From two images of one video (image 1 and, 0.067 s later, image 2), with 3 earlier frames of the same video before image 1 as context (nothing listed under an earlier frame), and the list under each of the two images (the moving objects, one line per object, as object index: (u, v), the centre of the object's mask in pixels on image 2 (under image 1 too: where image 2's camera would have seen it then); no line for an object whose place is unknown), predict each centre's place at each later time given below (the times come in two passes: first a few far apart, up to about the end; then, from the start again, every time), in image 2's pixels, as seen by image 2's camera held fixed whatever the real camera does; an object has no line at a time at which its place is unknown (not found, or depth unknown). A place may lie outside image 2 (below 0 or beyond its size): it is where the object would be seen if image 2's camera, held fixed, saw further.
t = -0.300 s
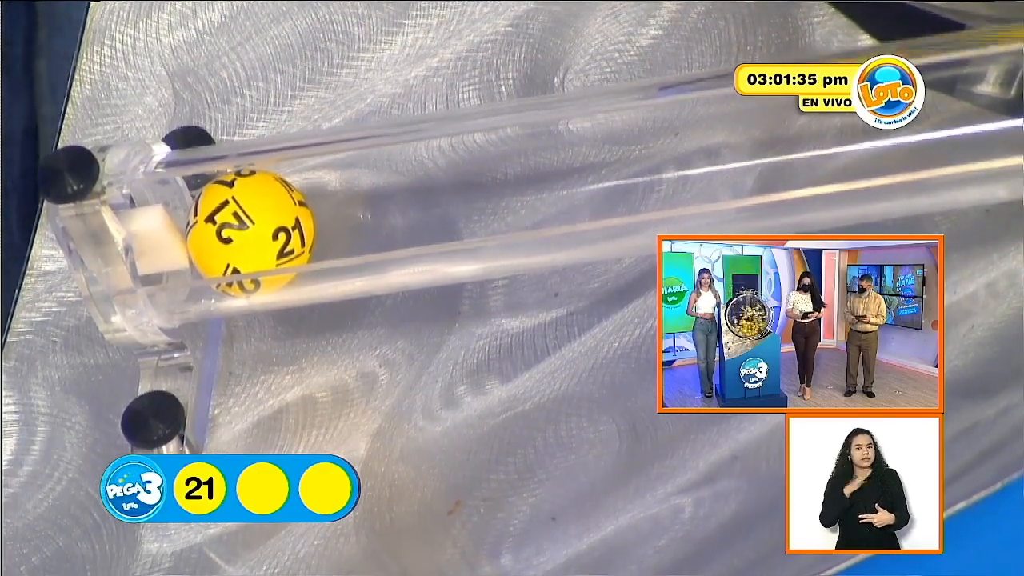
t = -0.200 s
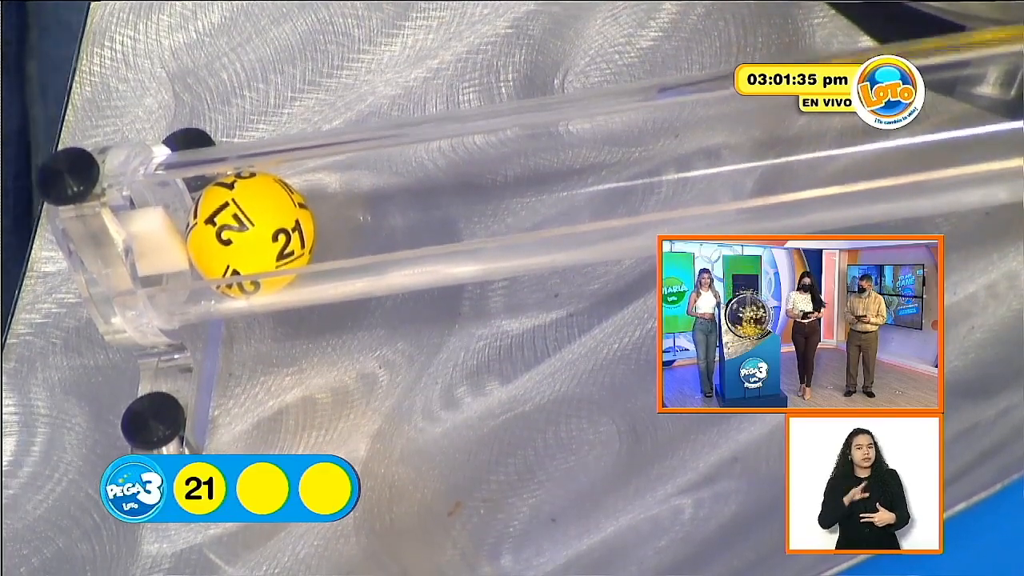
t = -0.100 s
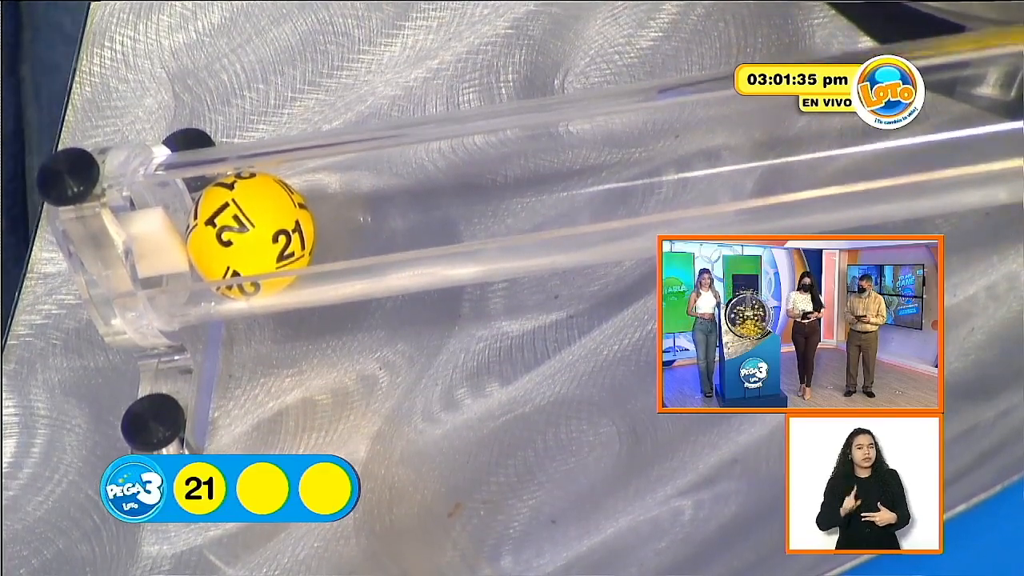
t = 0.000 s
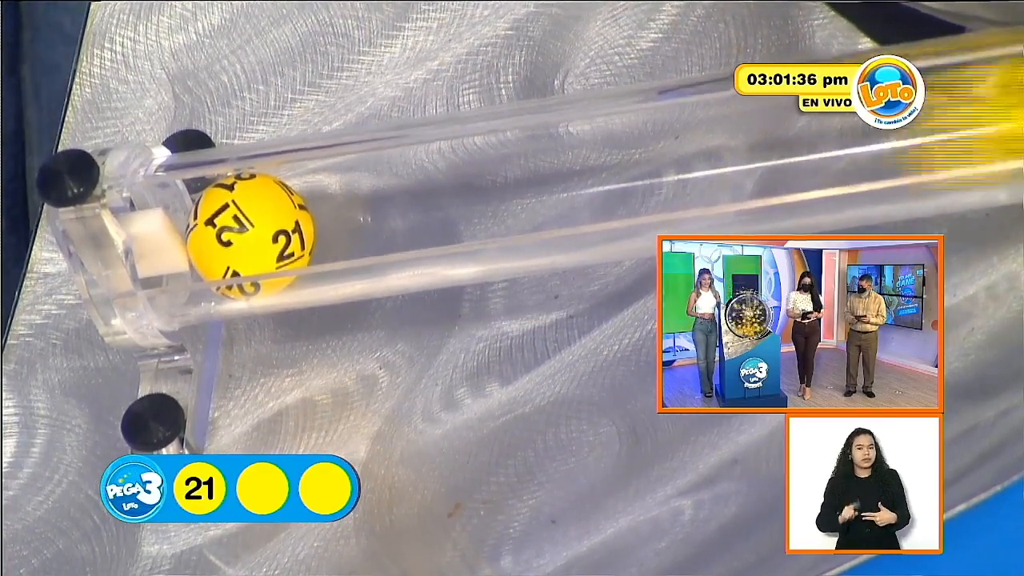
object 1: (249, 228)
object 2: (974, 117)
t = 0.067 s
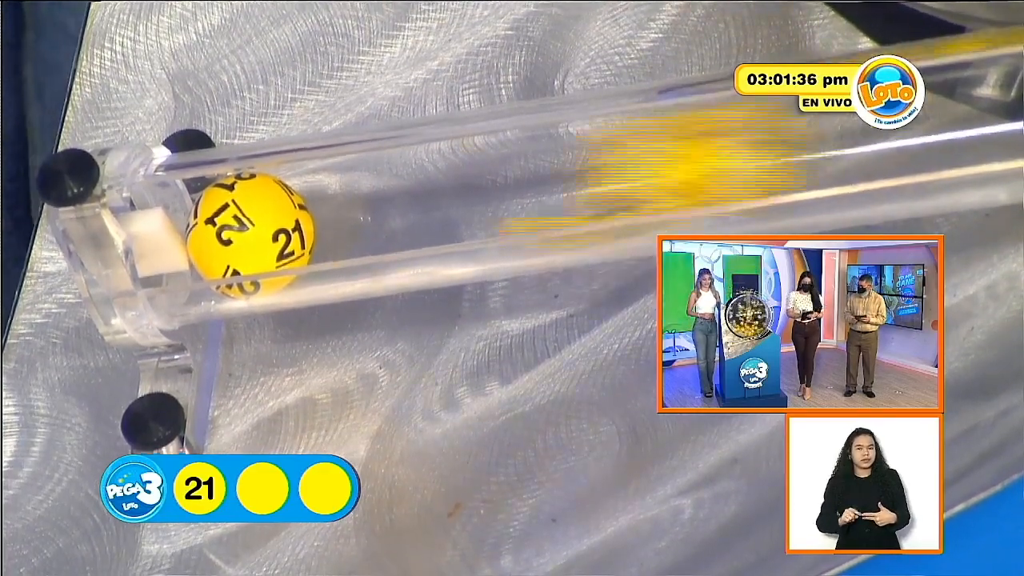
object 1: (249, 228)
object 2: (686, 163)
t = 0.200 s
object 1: (271, 223)
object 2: (473, 191)
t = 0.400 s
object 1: (250, 227)
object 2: (486, 193)
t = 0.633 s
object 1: (247, 228)
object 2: (368, 211)
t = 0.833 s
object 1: (247, 228)
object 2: (366, 210)
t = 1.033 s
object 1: (247, 228)
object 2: (366, 210)
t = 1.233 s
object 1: (247, 228)
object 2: (367, 216)
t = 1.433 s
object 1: (247, 227)
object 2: (366, 210)
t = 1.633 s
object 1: (247, 227)
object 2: (366, 210)
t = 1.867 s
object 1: (247, 228)
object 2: (366, 210)
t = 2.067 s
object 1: (247, 228)
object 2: (366, 210)
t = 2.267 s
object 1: (247, 228)
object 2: (366, 210)
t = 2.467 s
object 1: (247, 228)
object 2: (366, 210)
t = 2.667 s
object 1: (247, 228)
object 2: (366, 210)
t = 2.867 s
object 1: (247, 228)
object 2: (367, 215)
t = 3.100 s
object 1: (247, 227)
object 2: (366, 210)
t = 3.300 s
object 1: (247, 227)
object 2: (366, 209)
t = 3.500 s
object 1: (247, 227)
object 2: (366, 210)
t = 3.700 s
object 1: (247, 227)
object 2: (366, 210)
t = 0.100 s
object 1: (249, 227)
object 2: (510, 192)
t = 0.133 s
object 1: (255, 226)
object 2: (408, 201)
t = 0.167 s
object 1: (269, 221)
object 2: (428, 197)
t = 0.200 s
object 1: (271, 223)
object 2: (473, 191)
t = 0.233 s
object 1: (267, 223)
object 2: (501, 188)
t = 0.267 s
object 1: (261, 225)
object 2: (516, 187)
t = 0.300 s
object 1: (253, 227)
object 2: (521, 187)
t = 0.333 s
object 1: (251, 227)
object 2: (516, 189)
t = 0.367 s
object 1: (250, 228)
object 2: (503, 191)
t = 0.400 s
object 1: (250, 227)
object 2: (486, 193)
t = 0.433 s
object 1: (250, 228)
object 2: (464, 201)
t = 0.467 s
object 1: (249, 228)
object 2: (439, 201)
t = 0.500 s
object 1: (250, 228)
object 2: (410, 205)
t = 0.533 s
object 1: (249, 228)
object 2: (381, 208)
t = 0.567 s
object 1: (251, 225)
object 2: (371, 210)
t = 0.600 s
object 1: (249, 227)
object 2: (372, 210)
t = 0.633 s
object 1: (247, 228)
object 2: (368, 211)
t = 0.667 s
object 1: (247, 227)
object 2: (365, 210)
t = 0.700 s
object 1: (247, 228)
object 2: (366, 210)
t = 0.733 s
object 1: (247, 228)
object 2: (367, 210)
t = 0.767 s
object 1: (247, 227)
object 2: (366, 210)
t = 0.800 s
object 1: (247, 227)
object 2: (367, 210)
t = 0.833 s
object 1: (247, 228)
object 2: (366, 210)
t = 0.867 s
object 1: (247, 228)
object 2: (366, 210)
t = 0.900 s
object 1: (247, 227)
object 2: (366, 210)
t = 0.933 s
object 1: (247, 228)
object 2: (366, 210)
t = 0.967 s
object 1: (247, 228)
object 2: (366, 210)
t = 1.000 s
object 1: (247, 228)
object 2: (366, 210)
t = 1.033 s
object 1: (247, 228)
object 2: (366, 210)
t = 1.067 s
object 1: (247, 228)
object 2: (366, 210)
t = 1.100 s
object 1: (247, 227)
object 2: (366, 210)
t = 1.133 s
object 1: (247, 228)
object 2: (366, 210)
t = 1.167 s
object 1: (247, 228)
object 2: (366, 210)
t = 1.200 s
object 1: (247, 228)
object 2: (366, 210)
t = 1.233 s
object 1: (247, 228)
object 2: (367, 216)
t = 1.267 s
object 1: (247, 228)
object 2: (367, 216)
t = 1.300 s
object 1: (247, 228)
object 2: (367, 215)
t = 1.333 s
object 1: (247, 228)
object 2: (367, 216)
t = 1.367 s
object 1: (247, 228)
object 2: (367, 216)
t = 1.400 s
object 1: (247, 228)
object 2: (366, 210)
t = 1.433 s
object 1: (247, 227)
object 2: (366, 210)
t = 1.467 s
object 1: (247, 228)
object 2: (367, 215)
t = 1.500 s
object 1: (247, 228)
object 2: (366, 210)
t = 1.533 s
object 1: (247, 228)
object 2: (366, 210)
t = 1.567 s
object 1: (247, 228)
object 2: (366, 210)
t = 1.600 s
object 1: (247, 228)
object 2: (366, 216)
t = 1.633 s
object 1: (247, 227)
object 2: (366, 210)
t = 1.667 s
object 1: (247, 228)
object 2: (366, 210)
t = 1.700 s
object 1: (247, 228)
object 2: (367, 216)
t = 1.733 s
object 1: (247, 228)
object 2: (366, 210)
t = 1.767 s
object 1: (247, 228)
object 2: (366, 216)
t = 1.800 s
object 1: (247, 228)
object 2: (366, 210)
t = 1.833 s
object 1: (247, 228)
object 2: (366, 210)
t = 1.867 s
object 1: (247, 228)
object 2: (366, 210)
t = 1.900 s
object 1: (247, 228)
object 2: (366, 210)
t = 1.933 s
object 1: (247, 228)
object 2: (366, 210)
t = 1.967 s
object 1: (247, 228)
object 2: (366, 210)
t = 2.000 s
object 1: (247, 228)
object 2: (366, 210)
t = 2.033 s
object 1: (247, 228)
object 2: (366, 210)
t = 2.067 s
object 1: (247, 228)
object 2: (366, 210)
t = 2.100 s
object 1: (247, 228)
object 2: (366, 210)
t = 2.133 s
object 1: (247, 228)
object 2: (366, 210)
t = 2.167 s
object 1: (247, 228)
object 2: (366, 210)
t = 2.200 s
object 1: (247, 228)
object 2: (366, 210)
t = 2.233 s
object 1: (247, 228)
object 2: (366, 210)
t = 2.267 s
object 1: (247, 228)
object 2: (366, 210)
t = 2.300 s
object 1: (247, 227)
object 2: (367, 215)
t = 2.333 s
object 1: (247, 228)
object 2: (366, 210)
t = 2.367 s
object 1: (247, 228)
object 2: (366, 210)
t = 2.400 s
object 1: (247, 228)
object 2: (366, 210)
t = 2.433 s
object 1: (247, 228)
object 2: (366, 216)
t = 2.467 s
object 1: (247, 228)
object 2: (366, 210)
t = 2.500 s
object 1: (247, 228)
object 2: (366, 210)
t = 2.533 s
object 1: (247, 228)
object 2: (366, 210)
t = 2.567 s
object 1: (247, 227)
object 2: (367, 215)
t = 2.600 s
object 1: (247, 228)
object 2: (366, 215)
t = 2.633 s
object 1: (247, 228)
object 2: (366, 210)
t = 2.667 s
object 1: (247, 228)
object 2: (366, 210)
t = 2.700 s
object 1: (247, 228)
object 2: (366, 210)
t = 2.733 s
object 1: (247, 228)
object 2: (366, 210)
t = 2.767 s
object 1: (246, 228)
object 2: (367, 216)
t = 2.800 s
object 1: (247, 228)
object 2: (367, 216)
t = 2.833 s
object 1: (247, 228)
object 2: (367, 215)
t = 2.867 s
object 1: (247, 228)
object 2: (367, 215)
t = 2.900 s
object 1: (247, 227)
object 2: (367, 215)
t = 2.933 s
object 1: (247, 228)
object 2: (367, 215)
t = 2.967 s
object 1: (247, 228)
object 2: (366, 210)
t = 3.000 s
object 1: (247, 228)
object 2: (367, 215)
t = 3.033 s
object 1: (246, 228)
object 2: (366, 210)
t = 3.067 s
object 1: (246, 227)
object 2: (366, 210)
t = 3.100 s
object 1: (247, 227)
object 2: (366, 210)
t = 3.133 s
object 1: (247, 227)
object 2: (366, 210)
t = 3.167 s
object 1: (247, 227)
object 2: (366, 210)
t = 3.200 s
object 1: (247, 227)
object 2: (366, 210)
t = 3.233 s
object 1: (247, 227)
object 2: (367, 215)
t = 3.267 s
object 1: (247, 227)
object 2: (366, 210)
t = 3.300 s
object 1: (247, 227)
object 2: (366, 209)
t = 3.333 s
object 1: (247, 228)
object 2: (366, 210)
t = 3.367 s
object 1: (247, 227)
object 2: (366, 209)
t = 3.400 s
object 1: (247, 227)
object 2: (366, 209)
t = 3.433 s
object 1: (247, 228)
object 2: (366, 210)
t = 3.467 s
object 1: (247, 227)
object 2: (366, 209)
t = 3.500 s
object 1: (247, 227)
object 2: (366, 210)
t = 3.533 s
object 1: (247, 227)
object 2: (366, 209)
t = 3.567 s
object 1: (247, 227)
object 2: (366, 210)
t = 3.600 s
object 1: (247, 227)
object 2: (366, 210)
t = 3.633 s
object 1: (247, 227)
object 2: (366, 210)
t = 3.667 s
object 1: (247, 227)
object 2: (366, 210)
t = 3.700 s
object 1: (247, 227)
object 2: (366, 210)
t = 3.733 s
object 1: (247, 227)
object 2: (366, 210)
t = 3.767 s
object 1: (247, 227)
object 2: (366, 210)
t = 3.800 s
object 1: (247, 227)
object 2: (366, 210)
